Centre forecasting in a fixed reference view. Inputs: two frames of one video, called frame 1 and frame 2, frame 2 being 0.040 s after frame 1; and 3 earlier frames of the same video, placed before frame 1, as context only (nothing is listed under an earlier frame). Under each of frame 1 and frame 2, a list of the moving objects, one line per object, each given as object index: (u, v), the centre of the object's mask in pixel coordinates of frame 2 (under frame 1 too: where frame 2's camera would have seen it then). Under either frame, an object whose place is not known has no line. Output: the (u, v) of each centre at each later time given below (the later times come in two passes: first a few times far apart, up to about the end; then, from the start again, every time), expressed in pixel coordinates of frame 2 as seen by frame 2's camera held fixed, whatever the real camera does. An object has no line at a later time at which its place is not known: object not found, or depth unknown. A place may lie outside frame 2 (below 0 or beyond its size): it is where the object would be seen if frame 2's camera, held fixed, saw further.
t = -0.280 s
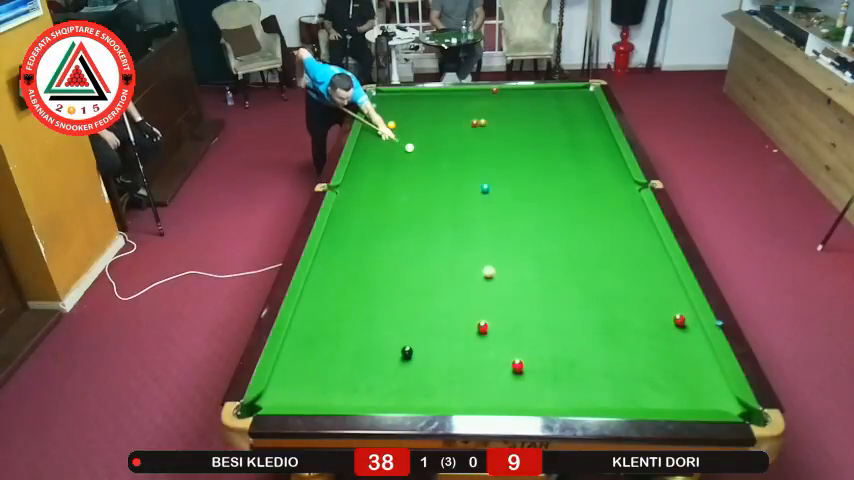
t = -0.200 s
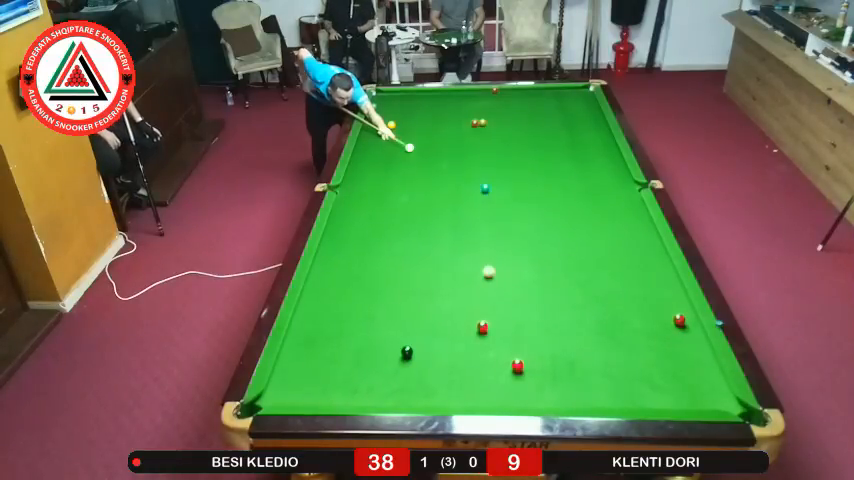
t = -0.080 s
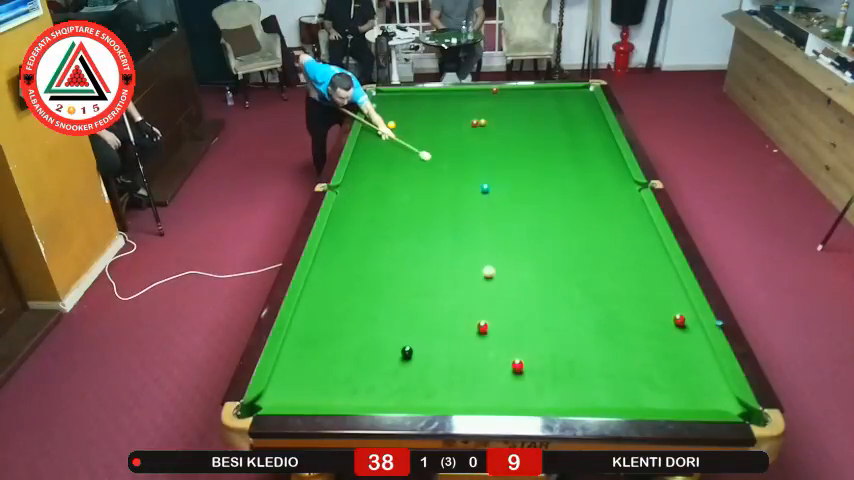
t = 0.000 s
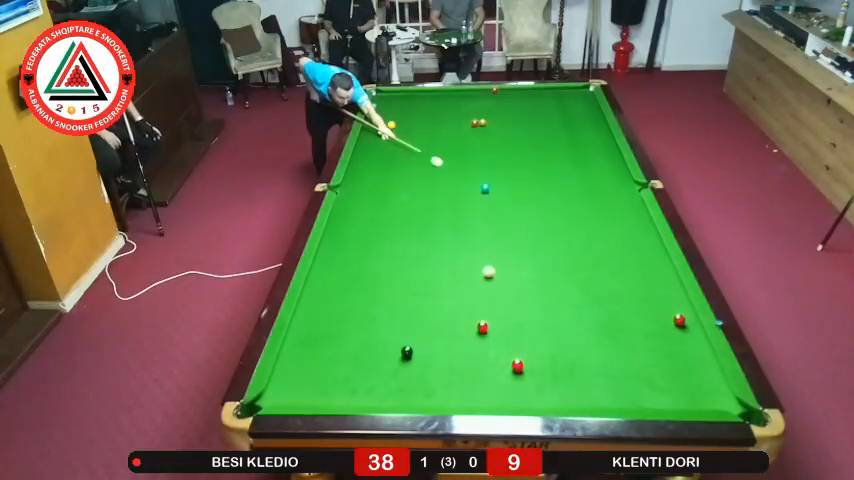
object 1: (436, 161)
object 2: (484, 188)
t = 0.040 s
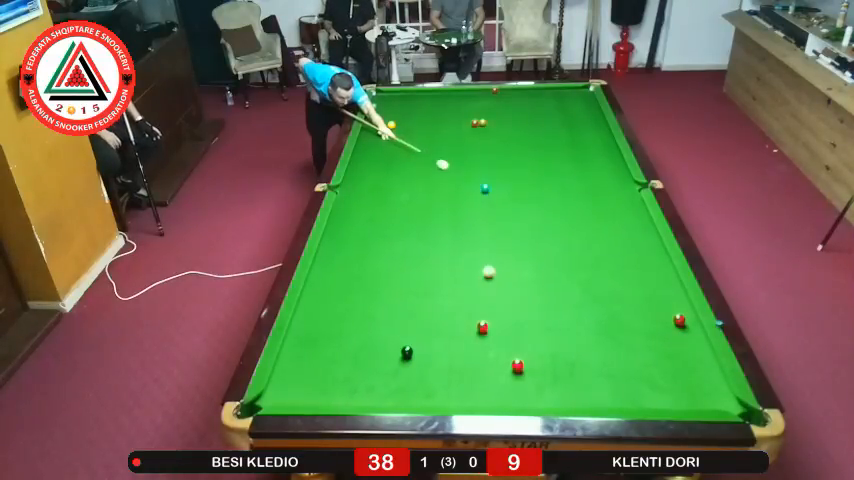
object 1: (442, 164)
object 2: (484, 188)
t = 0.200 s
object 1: (467, 177)
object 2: (484, 188)
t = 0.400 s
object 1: (488, 184)
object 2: (496, 198)
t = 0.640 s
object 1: (507, 187)
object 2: (517, 215)
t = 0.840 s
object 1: (522, 189)
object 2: (534, 230)
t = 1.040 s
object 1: (538, 191)
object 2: (553, 246)
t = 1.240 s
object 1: (552, 194)
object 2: (572, 262)
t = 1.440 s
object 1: (566, 195)
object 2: (593, 279)
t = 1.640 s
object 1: (580, 197)
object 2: (615, 298)
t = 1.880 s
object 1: (595, 199)
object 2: (643, 321)
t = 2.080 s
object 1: (608, 201)
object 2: (667, 342)
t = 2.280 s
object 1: (619, 203)
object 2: (694, 364)
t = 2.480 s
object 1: (630, 205)
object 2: (721, 386)
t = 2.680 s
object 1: (640, 206)
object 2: (724, 404)
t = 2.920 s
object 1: (635, 207)
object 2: (718, 395)
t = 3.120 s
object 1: (629, 208)
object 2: (712, 383)
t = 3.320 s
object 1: (625, 209)
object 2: (708, 373)
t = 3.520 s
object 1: (622, 210)
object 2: (703, 364)
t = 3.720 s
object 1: (619, 210)
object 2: (699, 357)
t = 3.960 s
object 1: (616, 211)
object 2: (695, 349)
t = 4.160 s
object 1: (615, 211)
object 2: (693, 344)
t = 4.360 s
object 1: (614, 211)
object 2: (690, 338)
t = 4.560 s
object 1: (614, 211)
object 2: (689, 335)
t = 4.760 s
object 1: (614, 211)
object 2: (687, 331)
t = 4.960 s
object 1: (614, 211)
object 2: (686, 329)
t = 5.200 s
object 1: (614, 211)
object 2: (685, 328)
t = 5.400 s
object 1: (614, 211)
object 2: (685, 327)
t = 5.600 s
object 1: (614, 211)
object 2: (685, 328)
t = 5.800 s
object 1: (614, 211)
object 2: (685, 327)
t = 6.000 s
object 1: (614, 211)
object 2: (685, 327)
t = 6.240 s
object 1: (614, 211)
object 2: (685, 327)
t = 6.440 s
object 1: (614, 211)
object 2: (685, 327)
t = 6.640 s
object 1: (614, 211)
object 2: (685, 327)
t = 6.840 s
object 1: (614, 211)
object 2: (685, 327)
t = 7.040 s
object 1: (614, 211)
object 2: (685, 327)
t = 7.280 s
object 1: (614, 211)
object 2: (685, 327)
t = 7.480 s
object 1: (614, 211)
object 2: (685, 327)
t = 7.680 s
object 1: (614, 211)
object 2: (685, 327)
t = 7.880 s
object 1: (614, 211)
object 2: (685, 327)
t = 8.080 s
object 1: (614, 211)
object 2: (685, 327)
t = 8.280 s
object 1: (614, 211)
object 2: (685, 327)
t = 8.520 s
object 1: (614, 211)
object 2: (685, 327)
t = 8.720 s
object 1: (614, 211)
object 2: (685, 327)
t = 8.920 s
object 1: (614, 211)
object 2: (685, 327)
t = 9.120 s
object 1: (614, 211)
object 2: (685, 328)
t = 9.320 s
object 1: (614, 211)
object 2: (685, 327)
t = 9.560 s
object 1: (614, 211)
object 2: (685, 327)
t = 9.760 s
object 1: (614, 211)
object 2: (685, 327)
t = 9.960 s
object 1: (614, 211)
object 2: (685, 328)
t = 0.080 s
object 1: (448, 167)
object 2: (484, 188)
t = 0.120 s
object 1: (454, 171)
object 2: (484, 188)
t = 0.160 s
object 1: (461, 174)
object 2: (484, 188)
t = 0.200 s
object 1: (467, 177)
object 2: (484, 188)
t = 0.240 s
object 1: (473, 180)
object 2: (484, 188)
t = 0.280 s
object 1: (479, 183)
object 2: (485, 189)
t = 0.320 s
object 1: (482, 184)
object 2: (488, 192)
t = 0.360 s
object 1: (485, 184)
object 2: (493, 196)
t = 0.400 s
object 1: (488, 184)
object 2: (496, 198)
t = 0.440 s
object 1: (491, 185)
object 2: (500, 201)
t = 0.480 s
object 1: (495, 185)
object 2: (503, 204)
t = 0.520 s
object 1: (498, 186)
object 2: (507, 207)
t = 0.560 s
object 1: (501, 186)
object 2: (510, 210)
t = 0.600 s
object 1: (504, 187)
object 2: (513, 213)
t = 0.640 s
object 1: (507, 187)
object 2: (517, 215)
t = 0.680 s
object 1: (510, 187)
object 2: (520, 218)
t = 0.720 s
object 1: (513, 188)
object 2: (523, 221)
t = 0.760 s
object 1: (516, 189)
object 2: (527, 224)
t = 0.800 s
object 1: (519, 189)
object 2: (530, 227)
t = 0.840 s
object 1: (522, 189)
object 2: (534, 230)
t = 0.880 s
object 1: (525, 190)
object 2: (538, 233)
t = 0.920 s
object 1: (529, 190)
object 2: (541, 236)
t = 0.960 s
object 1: (532, 191)
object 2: (545, 239)
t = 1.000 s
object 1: (535, 191)
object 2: (549, 242)
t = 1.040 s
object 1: (538, 191)
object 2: (553, 246)
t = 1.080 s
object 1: (540, 192)
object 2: (556, 249)
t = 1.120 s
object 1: (543, 192)
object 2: (560, 252)
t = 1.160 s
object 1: (546, 193)
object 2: (564, 255)
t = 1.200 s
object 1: (549, 193)
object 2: (568, 259)
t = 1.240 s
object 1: (552, 194)
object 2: (572, 262)
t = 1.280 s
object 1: (555, 194)
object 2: (576, 265)
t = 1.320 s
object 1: (558, 194)
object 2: (581, 269)
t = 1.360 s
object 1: (561, 195)
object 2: (585, 272)
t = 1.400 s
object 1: (563, 195)
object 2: (589, 276)
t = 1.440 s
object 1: (566, 195)
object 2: (593, 279)
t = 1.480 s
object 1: (569, 196)
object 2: (597, 283)
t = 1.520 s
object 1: (572, 196)
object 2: (601, 286)
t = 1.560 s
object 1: (574, 197)
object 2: (606, 290)
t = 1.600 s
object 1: (577, 197)
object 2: (610, 294)
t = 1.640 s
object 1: (580, 197)
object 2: (615, 298)
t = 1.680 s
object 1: (582, 198)
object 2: (619, 302)
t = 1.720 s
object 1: (585, 198)
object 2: (624, 306)
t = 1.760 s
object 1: (588, 199)
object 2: (628, 310)
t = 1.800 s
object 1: (590, 199)
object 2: (633, 313)
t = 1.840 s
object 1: (593, 199)
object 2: (638, 317)
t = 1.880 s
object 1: (595, 199)
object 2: (643, 321)
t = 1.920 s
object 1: (598, 200)
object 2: (647, 325)
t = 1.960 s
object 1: (600, 200)
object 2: (652, 329)
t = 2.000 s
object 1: (603, 201)
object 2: (657, 333)
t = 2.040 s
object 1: (605, 201)
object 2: (663, 337)
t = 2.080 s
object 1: (608, 201)
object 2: (667, 342)
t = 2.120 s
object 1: (610, 202)
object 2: (673, 346)
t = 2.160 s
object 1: (612, 202)
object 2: (678, 350)
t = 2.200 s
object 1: (615, 202)
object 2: (683, 355)
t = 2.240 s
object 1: (617, 203)
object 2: (689, 359)
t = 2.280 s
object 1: (619, 203)
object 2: (694, 364)
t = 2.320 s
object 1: (621, 203)
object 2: (699, 368)
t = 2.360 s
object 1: (624, 204)
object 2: (705, 373)
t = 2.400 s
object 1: (626, 204)
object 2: (710, 377)
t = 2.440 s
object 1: (628, 204)
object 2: (716, 382)
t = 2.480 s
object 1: (630, 205)
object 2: (721, 386)
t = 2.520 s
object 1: (632, 205)
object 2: (726, 391)
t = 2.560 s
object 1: (634, 205)
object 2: (726, 395)
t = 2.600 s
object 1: (636, 206)
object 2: (726, 398)
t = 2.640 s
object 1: (638, 206)
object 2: (724, 401)
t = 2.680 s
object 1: (640, 206)
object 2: (724, 404)
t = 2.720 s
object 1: (640, 206)
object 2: (723, 405)
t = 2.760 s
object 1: (639, 207)
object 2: (722, 404)
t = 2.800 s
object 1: (638, 207)
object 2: (721, 402)
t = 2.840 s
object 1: (637, 207)
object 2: (720, 400)
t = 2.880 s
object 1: (636, 207)
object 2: (719, 397)
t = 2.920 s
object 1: (635, 207)
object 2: (718, 395)
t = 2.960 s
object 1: (634, 207)
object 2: (717, 393)
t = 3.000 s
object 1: (633, 208)
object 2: (716, 390)
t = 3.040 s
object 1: (632, 208)
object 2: (715, 388)
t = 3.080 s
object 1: (630, 208)
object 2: (713, 386)
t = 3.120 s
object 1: (629, 208)
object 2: (712, 383)
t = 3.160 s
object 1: (629, 208)
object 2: (712, 381)
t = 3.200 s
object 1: (628, 208)
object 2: (711, 379)
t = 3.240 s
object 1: (627, 209)
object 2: (710, 377)
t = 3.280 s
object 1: (626, 209)
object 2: (709, 375)
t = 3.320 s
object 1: (625, 209)
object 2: (708, 373)
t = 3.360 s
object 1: (624, 209)
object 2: (707, 371)
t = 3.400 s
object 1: (624, 209)
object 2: (706, 369)
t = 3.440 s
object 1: (623, 209)
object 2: (705, 368)
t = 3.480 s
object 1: (622, 209)
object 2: (704, 366)
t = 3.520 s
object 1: (622, 210)
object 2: (703, 364)
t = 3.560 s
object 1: (621, 210)
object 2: (703, 362)
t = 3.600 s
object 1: (620, 210)
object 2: (702, 361)
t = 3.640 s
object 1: (620, 210)
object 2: (701, 360)
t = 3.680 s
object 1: (619, 210)
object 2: (700, 358)
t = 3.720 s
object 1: (619, 210)
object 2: (699, 357)
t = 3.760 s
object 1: (618, 210)
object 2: (699, 355)
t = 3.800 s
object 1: (617, 210)
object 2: (698, 354)
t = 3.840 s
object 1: (617, 210)
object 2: (697, 352)
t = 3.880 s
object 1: (617, 211)
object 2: (697, 351)
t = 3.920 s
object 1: (616, 211)
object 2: (696, 350)
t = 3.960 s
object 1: (616, 211)
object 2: (695, 349)
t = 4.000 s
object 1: (615, 211)
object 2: (695, 348)
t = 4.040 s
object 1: (615, 211)
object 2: (695, 347)
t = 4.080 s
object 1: (615, 211)
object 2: (694, 345)
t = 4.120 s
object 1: (615, 211)
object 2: (694, 344)
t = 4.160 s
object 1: (615, 211)
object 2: (693, 344)
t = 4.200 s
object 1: (614, 211)
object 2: (692, 343)
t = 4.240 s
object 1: (614, 211)
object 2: (692, 341)
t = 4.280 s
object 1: (614, 211)
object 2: (691, 340)
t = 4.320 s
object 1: (614, 211)
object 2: (691, 339)
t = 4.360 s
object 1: (614, 211)
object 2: (690, 338)
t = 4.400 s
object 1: (614, 211)
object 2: (690, 337)
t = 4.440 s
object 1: (614, 211)
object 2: (690, 336)
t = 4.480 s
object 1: (614, 211)
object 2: (689, 335)
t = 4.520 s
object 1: (614, 211)
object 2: (689, 335)
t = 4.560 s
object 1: (614, 211)
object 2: (689, 335)
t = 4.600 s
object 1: (614, 211)
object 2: (688, 334)
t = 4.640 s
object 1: (614, 211)
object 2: (688, 333)
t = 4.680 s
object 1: (614, 211)
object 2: (687, 332)
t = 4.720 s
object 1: (614, 211)
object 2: (687, 332)
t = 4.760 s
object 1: (614, 211)
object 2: (687, 331)
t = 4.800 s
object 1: (614, 211)
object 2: (687, 331)
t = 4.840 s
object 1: (614, 211)
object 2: (686, 330)
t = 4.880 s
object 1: (614, 211)
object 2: (686, 329)
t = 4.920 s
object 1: (614, 211)
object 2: (686, 329)
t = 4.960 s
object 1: (614, 211)
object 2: (686, 329)
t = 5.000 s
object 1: (614, 211)
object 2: (686, 328)
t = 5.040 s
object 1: (614, 211)
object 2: (685, 328)
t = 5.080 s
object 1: (614, 211)
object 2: (685, 328)
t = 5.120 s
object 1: (614, 211)
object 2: (685, 328)
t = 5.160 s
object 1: (614, 211)
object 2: (685, 328)
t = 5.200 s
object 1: (614, 211)
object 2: (685, 328)
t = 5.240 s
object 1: (614, 211)
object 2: (685, 328)
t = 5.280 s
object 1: (614, 211)
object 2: (685, 328)
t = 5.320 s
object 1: (614, 211)
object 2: (685, 328)
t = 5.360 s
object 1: (614, 211)
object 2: (685, 328)
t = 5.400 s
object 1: (614, 211)
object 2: (685, 327)
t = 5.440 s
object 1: (614, 211)
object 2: (685, 328)
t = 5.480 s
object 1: (614, 211)
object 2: (685, 327)
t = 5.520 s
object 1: (614, 211)
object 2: (685, 328)
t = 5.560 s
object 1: (614, 211)
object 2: (685, 328)
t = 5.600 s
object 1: (614, 211)
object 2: (685, 328)
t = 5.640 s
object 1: (614, 211)
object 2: (685, 328)
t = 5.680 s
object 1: (614, 211)
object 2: (685, 327)
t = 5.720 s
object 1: (614, 211)
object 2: (685, 327)
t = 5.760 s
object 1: (614, 211)
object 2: (685, 327)
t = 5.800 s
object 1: (614, 211)
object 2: (685, 327)
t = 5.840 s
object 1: (614, 211)
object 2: (685, 327)
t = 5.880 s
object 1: (614, 211)
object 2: (685, 327)
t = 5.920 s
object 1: (614, 211)
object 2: (685, 327)
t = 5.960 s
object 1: (614, 211)
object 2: (685, 327)
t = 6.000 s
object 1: (614, 211)
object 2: (685, 327)
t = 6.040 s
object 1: (614, 211)
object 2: (685, 327)
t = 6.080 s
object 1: (614, 211)
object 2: (685, 327)
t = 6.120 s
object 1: (614, 211)
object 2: (685, 327)
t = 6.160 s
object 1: (614, 211)
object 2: (685, 327)
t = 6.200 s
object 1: (614, 211)
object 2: (685, 327)
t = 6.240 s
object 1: (614, 211)
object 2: (685, 327)
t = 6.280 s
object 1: (614, 211)
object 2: (685, 327)
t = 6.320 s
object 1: (614, 211)
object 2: (685, 327)
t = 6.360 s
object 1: (614, 211)
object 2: (685, 327)
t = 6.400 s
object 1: (614, 211)
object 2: (685, 327)
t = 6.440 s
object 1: (614, 211)
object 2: (685, 327)
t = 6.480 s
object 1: (614, 211)
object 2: (685, 327)
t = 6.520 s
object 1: (614, 211)
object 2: (685, 327)
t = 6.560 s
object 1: (614, 211)
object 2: (685, 327)
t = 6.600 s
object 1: (614, 211)
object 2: (685, 327)
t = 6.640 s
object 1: (614, 211)
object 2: (685, 327)
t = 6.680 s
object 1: (614, 211)
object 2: (685, 327)
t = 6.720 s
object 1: (614, 211)
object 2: (685, 327)
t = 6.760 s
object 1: (614, 211)
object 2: (685, 327)
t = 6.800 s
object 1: (614, 211)
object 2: (685, 327)
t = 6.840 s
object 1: (614, 211)
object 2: (685, 327)
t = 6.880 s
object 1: (614, 211)
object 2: (685, 327)
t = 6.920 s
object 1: (614, 211)
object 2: (685, 327)
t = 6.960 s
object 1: (614, 211)
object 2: (685, 327)
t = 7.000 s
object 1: (614, 211)
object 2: (685, 327)
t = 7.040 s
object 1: (614, 211)
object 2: (685, 327)
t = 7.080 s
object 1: (614, 211)
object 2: (685, 327)
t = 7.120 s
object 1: (614, 211)
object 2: (685, 327)
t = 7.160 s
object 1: (614, 211)
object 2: (685, 327)
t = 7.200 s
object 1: (614, 211)
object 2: (685, 327)
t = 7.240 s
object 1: (614, 211)
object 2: (685, 327)
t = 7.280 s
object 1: (614, 211)
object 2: (685, 327)
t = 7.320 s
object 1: (614, 211)
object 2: (685, 327)
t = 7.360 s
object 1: (614, 211)
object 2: (685, 327)
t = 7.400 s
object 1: (614, 211)
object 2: (685, 327)
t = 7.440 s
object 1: (614, 211)
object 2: (685, 327)
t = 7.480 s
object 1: (614, 211)
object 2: (685, 327)
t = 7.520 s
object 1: (614, 211)
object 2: (685, 327)
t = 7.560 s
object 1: (614, 211)
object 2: (685, 327)
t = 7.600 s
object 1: (614, 211)
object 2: (685, 327)
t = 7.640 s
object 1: (614, 211)
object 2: (685, 327)
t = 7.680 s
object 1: (614, 211)
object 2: (685, 327)
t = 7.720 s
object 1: (614, 211)
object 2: (685, 327)
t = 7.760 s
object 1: (614, 211)
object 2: (685, 327)
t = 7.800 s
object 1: (614, 211)
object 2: (685, 327)
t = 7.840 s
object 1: (614, 211)
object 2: (685, 327)
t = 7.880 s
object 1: (614, 211)
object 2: (685, 327)
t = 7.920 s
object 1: (614, 211)
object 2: (685, 327)
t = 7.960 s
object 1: (614, 211)
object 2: (685, 327)
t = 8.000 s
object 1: (614, 211)
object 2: (685, 327)
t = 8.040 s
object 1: (614, 211)
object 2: (685, 327)
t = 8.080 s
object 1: (614, 211)
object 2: (685, 327)
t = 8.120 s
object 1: (614, 211)
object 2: (685, 327)
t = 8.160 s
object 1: (614, 211)
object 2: (685, 327)
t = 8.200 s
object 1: (614, 211)
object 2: (685, 327)
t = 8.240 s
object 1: (614, 211)
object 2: (685, 327)
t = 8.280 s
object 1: (614, 211)
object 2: (685, 327)
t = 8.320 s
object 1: (614, 211)
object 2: (685, 327)
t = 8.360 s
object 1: (614, 211)
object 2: (685, 327)
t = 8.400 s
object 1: (614, 211)
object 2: (685, 327)
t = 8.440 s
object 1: (614, 211)
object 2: (685, 327)
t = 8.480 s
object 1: (614, 211)
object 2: (685, 327)
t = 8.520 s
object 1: (614, 211)
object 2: (685, 327)
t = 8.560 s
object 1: (614, 211)
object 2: (685, 327)
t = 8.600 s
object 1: (614, 211)
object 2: (685, 327)
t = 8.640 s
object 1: (614, 211)
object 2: (685, 327)
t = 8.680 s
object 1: (614, 211)
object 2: (685, 327)
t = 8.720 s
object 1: (614, 211)
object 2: (685, 327)
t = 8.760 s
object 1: (614, 211)
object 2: (685, 327)
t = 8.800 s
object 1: (614, 211)
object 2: (685, 327)
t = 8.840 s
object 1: (614, 211)
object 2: (685, 327)
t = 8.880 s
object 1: (614, 211)
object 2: (685, 327)
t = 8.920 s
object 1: (614, 211)
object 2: (685, 327)
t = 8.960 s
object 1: (614, 211)
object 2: (685, 327)
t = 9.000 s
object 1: (614, 211)
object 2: (685, 327)
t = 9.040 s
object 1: (614, 211)
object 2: (685, 327)
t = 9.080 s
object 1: (614, 211)
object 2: (685, 327)
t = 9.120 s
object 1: (614, 211)
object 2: (685, 328)
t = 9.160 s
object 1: (614, 211)
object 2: (685, 328)
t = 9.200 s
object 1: (614, 211)
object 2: (685, 328)
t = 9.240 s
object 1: (614, 211)
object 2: (685, 328)
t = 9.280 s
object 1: (614, 211)
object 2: (685, 327)
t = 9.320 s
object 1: (614, 211)
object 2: (685, 327)
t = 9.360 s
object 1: (614, 211)
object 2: (685, 327)
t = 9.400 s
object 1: (614, 211)
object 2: (685, 327)
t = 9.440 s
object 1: (614, 211)
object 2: (685, 327)
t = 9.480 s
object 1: (614, 211)
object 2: (685, 327)
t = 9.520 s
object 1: (614, 211)
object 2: (685, 327)
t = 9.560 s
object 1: (614, 211)
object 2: (685, 327)
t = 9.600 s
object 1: (614, 211)
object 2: (685, 327)
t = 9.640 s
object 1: (614, 211)
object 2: (685, 327)
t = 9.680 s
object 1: (614, 211)
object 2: (685, 327)
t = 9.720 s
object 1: (614, 211)
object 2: (685, 327)
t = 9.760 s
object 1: (614, 211)
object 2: (685, 327)
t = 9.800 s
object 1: (614, 211)
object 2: (685, 327)
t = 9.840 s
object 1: (614, 211)
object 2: (685, 327)
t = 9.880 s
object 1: (614, 211)
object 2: (685, 327)
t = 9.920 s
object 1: (614, 211)
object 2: (685, 327)
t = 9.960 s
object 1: (614, 211)
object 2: (685, 328)
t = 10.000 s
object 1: (614, 211)
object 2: (685, 327)
